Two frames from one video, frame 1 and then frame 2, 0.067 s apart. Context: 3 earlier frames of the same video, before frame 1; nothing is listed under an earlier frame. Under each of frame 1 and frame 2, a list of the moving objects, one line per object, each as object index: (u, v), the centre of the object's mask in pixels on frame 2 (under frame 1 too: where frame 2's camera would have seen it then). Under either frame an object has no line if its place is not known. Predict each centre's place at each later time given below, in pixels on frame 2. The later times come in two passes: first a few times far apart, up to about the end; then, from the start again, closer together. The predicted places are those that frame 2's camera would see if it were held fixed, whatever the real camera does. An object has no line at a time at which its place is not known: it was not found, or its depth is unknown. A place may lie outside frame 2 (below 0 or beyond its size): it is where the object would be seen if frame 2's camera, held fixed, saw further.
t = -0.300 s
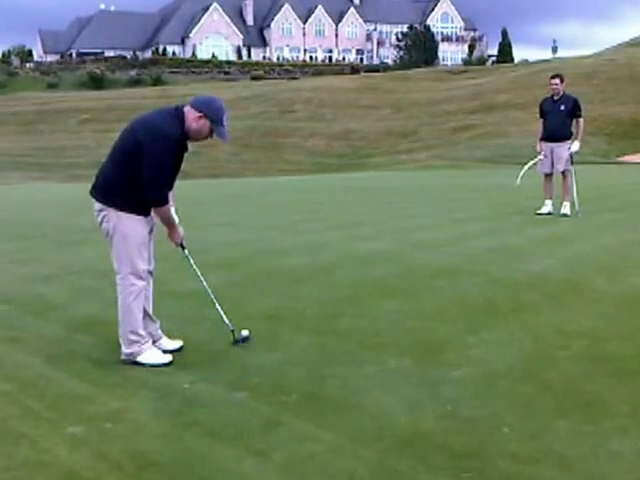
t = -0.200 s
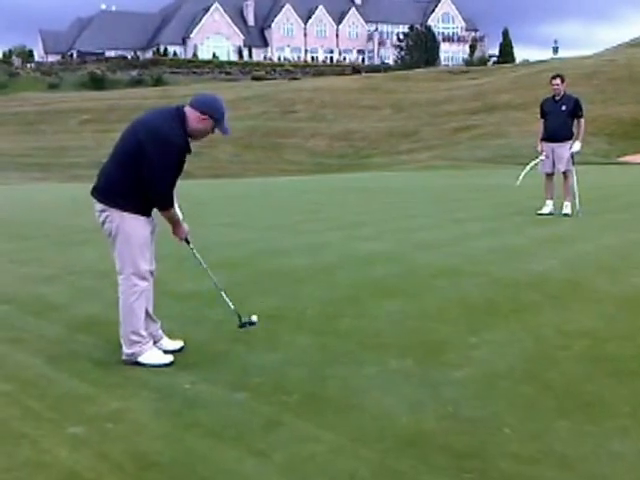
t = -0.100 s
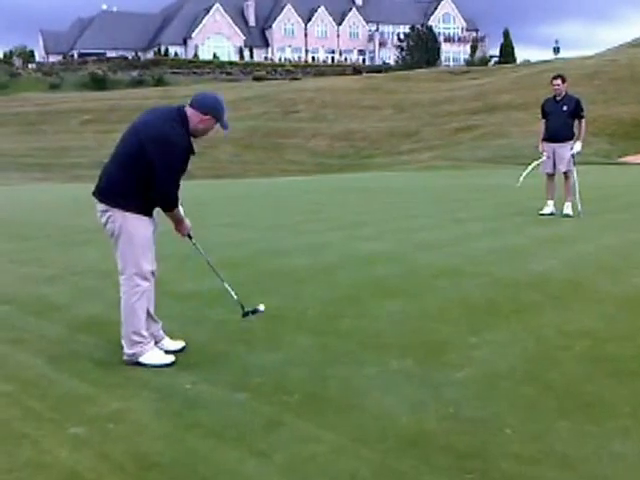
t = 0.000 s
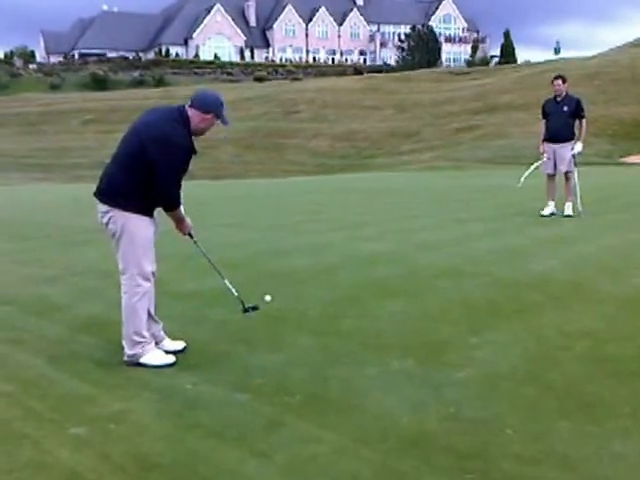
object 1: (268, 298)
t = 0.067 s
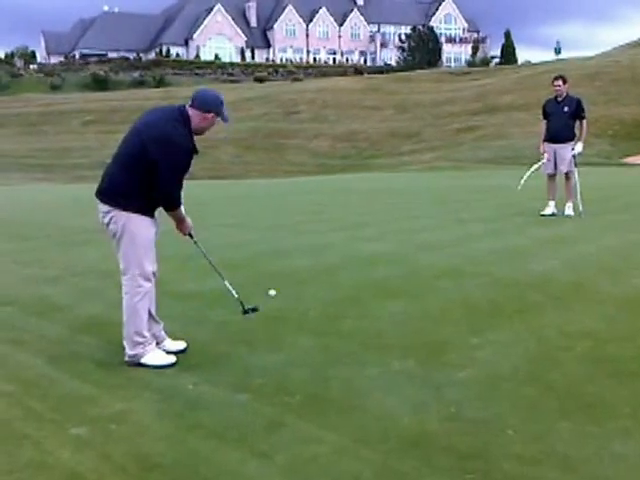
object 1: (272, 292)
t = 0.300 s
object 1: (280, 276)
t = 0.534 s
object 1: (286, 265)
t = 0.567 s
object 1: (287, 264)
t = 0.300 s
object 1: (280, 276)
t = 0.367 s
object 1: (281, 274)
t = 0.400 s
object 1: (282, 273)
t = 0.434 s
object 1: (283, 270)
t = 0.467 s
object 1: (284, 270)
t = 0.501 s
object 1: (285, 267)
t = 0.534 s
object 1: (286, 265)
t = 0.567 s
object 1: (287, 264)
